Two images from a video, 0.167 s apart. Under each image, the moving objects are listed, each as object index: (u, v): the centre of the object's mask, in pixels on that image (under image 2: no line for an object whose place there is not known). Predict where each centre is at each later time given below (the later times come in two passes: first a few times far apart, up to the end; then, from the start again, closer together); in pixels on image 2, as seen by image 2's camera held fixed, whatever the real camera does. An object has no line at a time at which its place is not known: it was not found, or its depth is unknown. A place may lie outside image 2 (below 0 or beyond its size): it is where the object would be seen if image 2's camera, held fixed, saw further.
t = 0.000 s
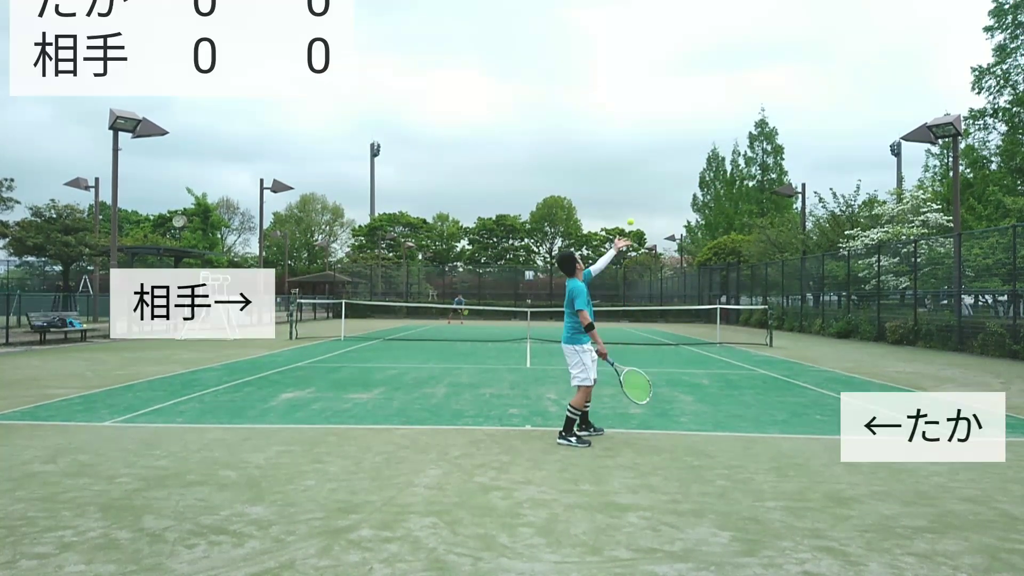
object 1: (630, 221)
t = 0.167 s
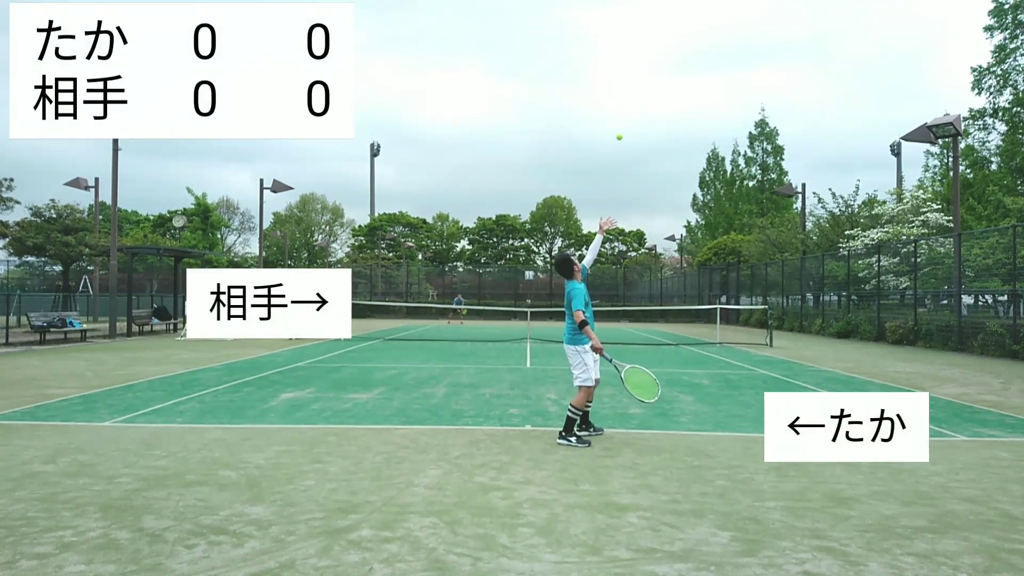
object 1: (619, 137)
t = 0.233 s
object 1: (615, 111)
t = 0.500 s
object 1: (596, 54)
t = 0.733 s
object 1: (580, 65)
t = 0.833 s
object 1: (572, 87)
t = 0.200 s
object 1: (617, 123)
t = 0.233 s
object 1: (615, 111)
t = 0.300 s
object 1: (610, 89)
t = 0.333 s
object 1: (608, 80)
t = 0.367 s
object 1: (606, 73)
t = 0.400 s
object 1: (603, 66)
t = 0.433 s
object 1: (601, 61)
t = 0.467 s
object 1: (599, 56)
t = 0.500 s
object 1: (596, 54)
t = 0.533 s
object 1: (594, 52)
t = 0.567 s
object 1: (592, 51)
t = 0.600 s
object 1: (589, 51)
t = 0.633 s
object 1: (587, 53)
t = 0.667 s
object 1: (584, 56)
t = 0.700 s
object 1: (582, 60)
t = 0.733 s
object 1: (580, 65)
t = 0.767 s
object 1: (577, 71)
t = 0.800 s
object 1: (575, 79)
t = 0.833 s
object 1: (572, 87)
